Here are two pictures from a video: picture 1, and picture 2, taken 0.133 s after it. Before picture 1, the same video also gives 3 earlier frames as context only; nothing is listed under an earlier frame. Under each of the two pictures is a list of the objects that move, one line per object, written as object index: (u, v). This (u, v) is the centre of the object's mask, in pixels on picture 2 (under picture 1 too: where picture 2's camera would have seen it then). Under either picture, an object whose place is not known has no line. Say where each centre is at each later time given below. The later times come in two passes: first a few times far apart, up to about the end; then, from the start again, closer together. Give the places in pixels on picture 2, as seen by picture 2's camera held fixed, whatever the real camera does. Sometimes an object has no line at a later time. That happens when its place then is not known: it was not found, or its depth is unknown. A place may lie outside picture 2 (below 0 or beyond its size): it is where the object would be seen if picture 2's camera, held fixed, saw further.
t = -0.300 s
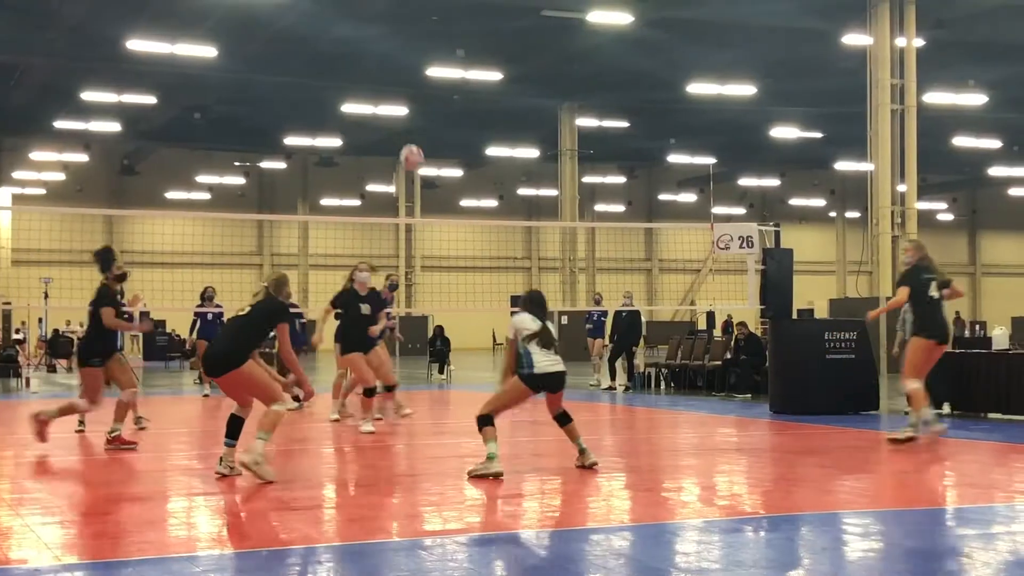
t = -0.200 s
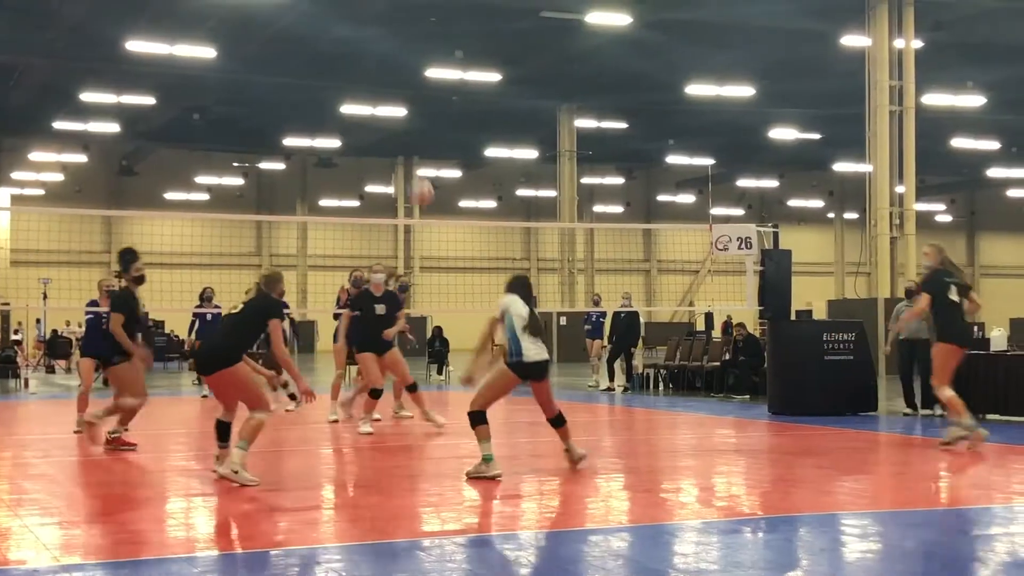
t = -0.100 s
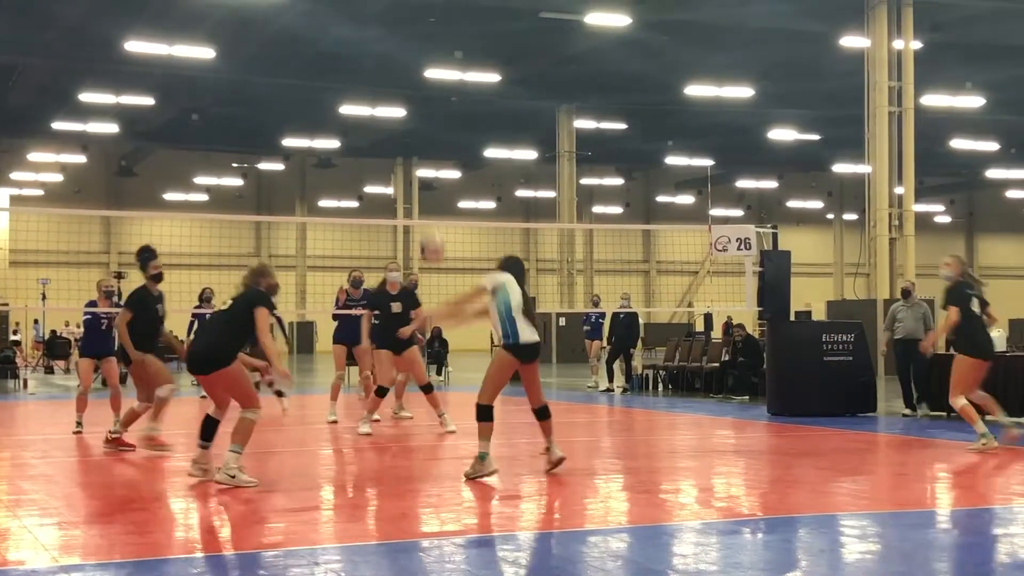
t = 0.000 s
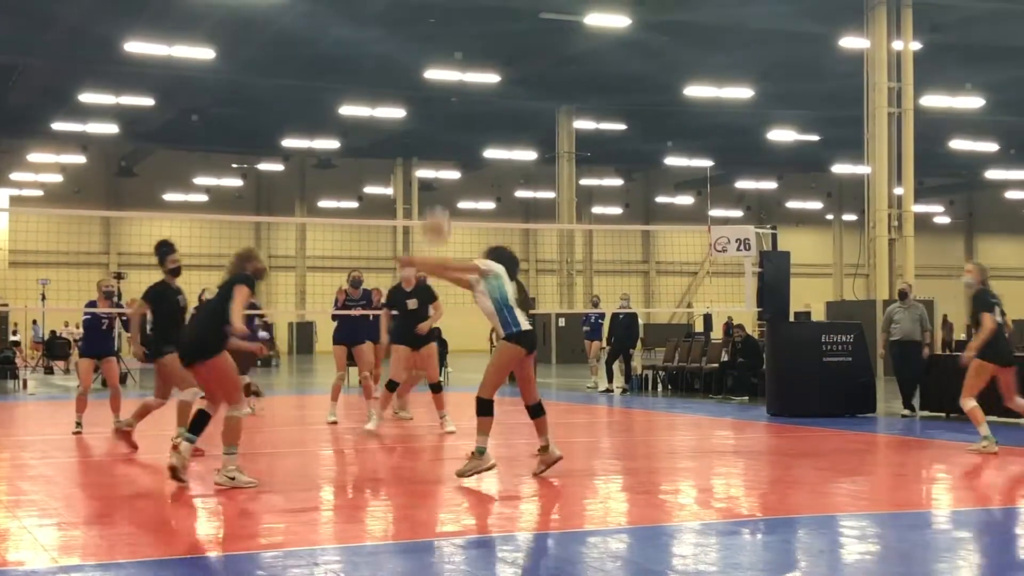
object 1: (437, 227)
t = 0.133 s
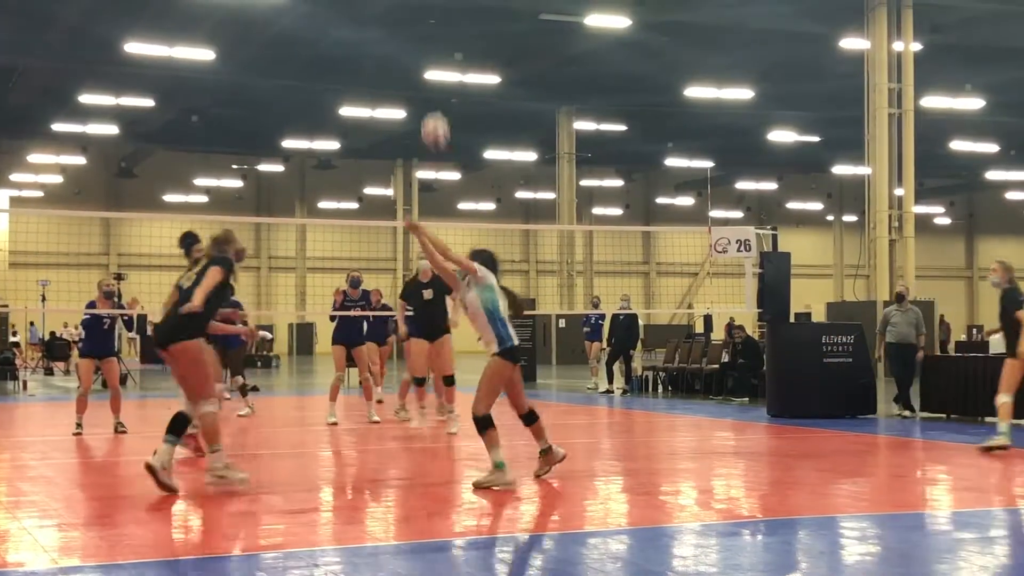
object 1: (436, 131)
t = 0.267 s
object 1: (435, 64)
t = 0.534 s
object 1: (435, 19)
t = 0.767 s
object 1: (436, 45)
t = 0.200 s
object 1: (435, 96)
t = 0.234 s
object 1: (434, 81)
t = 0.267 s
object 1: (435, 64)
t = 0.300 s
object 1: (435, 54)
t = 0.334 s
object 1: (435, 46)
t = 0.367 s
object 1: (435, 37)
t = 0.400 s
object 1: (435, 31)
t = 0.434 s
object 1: (435, 26)
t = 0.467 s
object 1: (435, 23)
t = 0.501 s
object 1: (435, 20)
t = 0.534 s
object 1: (435, 19)
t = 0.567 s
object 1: (435, 19)
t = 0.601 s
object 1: (435, 21)
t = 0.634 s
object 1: (435, 23)
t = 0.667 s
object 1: (435, 27)
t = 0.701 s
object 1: (435, 32)
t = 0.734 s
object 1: (436, 38)
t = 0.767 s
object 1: (436, 45)
